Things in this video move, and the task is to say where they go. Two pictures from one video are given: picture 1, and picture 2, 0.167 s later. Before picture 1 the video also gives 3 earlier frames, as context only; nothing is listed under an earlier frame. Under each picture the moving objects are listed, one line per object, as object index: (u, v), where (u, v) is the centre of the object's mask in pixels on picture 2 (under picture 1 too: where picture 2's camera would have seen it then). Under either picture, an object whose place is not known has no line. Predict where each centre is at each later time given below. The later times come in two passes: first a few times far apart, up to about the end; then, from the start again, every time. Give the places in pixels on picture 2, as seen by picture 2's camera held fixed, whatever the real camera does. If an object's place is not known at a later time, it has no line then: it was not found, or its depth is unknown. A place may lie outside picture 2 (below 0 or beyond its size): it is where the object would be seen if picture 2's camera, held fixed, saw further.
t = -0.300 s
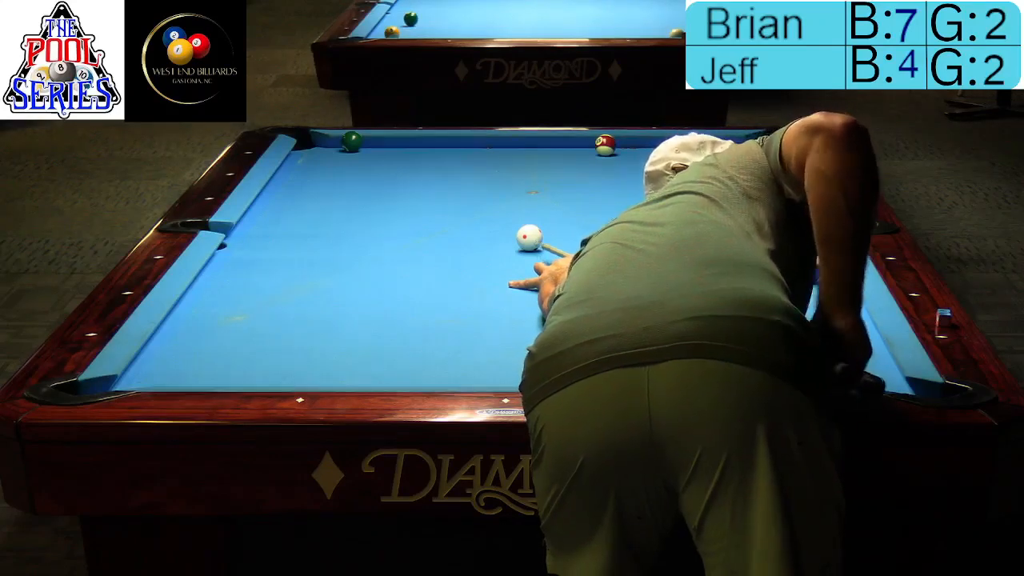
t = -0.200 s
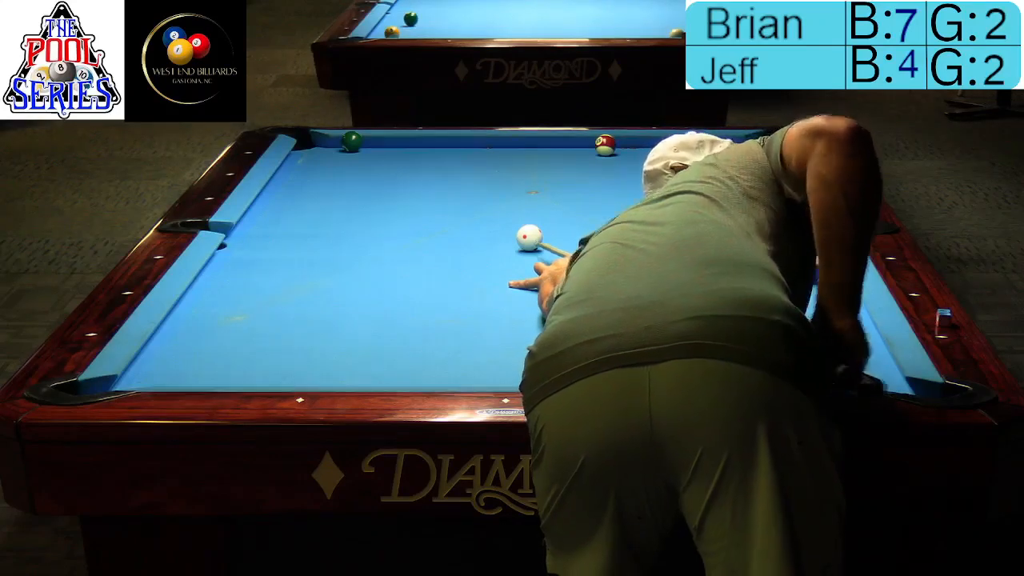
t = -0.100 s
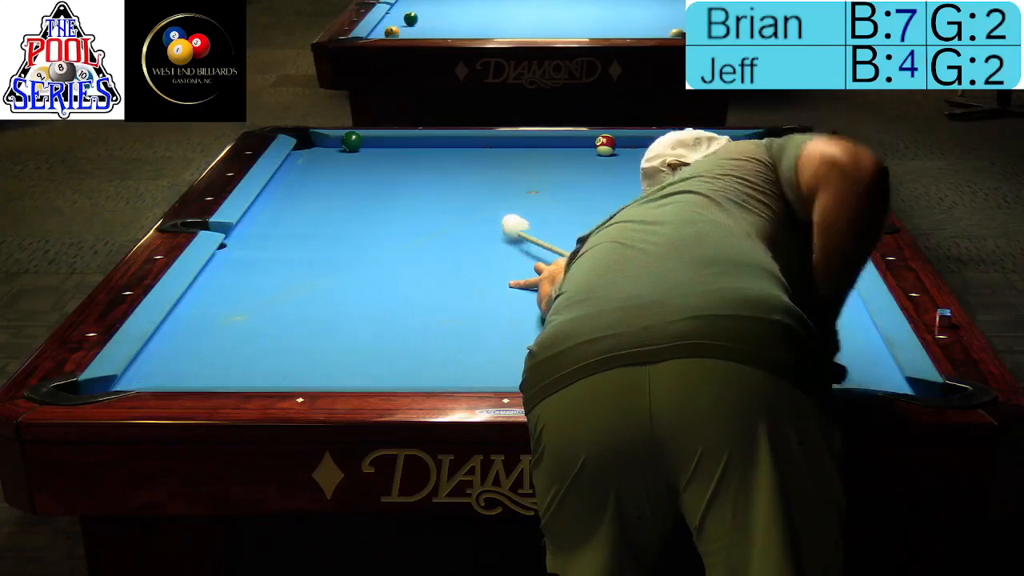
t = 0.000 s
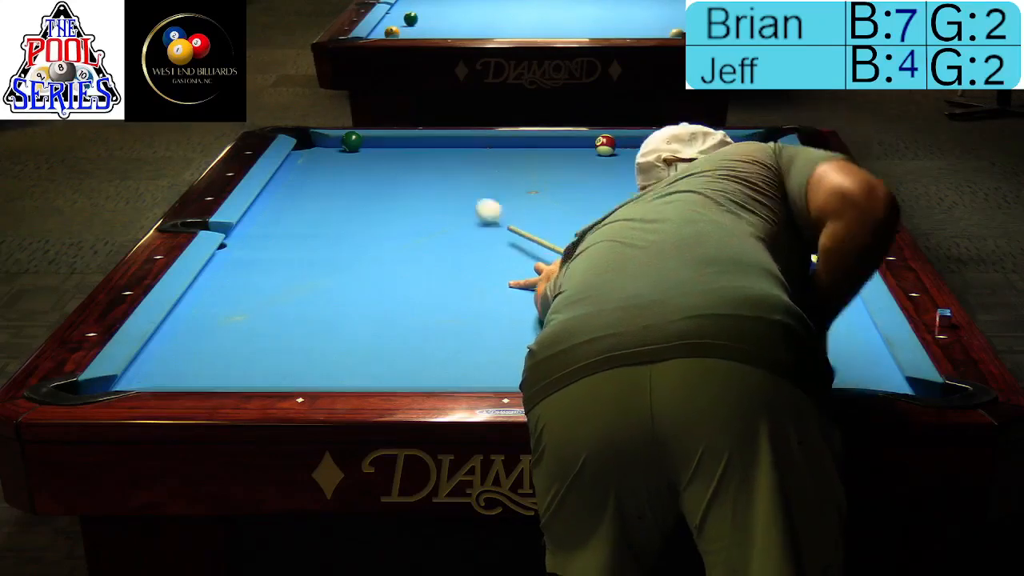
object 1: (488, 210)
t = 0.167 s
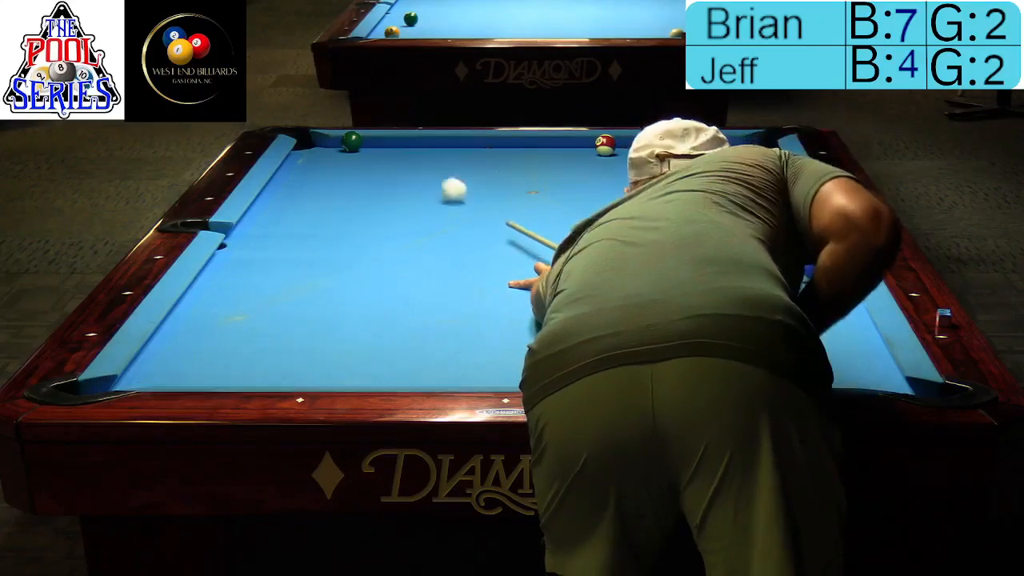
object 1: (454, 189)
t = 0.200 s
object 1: (447, 186)
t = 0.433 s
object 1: (405, 161)
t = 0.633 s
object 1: (374, 142)
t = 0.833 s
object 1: (354, 149)
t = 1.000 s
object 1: (333, 158)
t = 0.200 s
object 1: (447, 186)
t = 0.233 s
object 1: (441, 182)
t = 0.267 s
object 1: (434, 179)
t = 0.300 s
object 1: (428, 175)
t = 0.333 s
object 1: (422, 172)
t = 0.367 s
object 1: (416, 168)
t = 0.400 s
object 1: (411, 164)
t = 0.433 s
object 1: (405, 161)
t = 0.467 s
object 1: (400, 158)
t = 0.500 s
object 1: (395, 155)
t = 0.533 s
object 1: (389, 151)
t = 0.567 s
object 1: (384, 148)
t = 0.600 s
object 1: (379, 145)
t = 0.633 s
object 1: (374, 142)
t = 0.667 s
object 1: (374, 141)
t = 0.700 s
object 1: (372, 142)
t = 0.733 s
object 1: (368, 144)
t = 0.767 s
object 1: (364, 145)
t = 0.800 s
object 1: (359, 147)
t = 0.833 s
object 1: (354, 149)
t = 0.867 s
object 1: (350, 150)
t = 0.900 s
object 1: (345, 152)
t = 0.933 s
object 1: (342, 154)
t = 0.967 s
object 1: (337, 156)
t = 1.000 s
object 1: (333, 158)
